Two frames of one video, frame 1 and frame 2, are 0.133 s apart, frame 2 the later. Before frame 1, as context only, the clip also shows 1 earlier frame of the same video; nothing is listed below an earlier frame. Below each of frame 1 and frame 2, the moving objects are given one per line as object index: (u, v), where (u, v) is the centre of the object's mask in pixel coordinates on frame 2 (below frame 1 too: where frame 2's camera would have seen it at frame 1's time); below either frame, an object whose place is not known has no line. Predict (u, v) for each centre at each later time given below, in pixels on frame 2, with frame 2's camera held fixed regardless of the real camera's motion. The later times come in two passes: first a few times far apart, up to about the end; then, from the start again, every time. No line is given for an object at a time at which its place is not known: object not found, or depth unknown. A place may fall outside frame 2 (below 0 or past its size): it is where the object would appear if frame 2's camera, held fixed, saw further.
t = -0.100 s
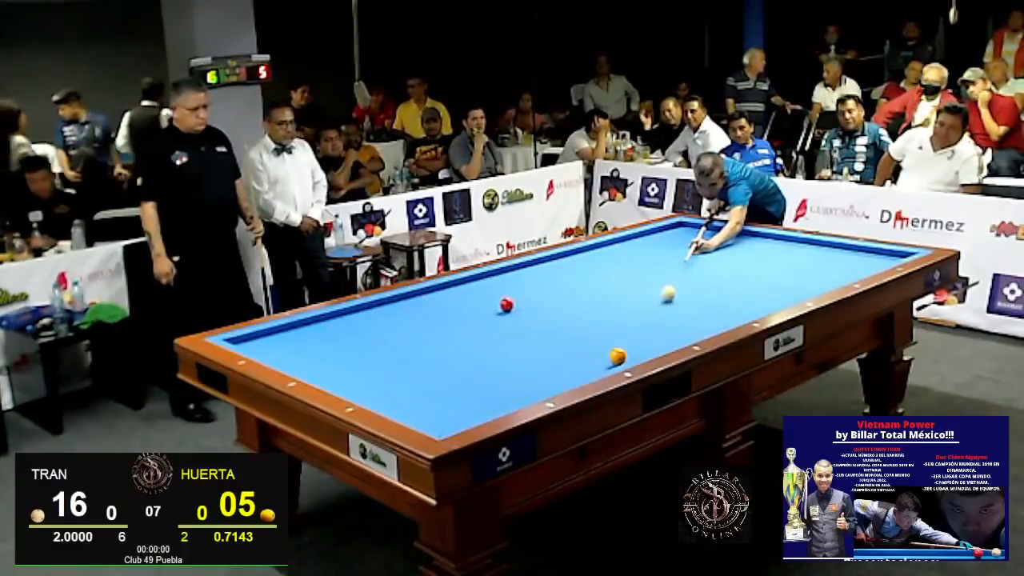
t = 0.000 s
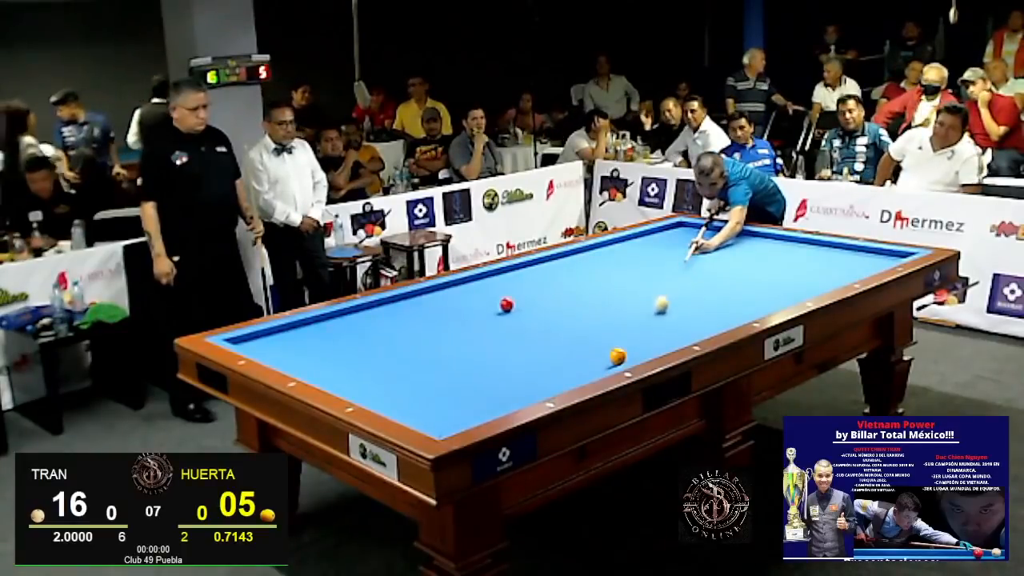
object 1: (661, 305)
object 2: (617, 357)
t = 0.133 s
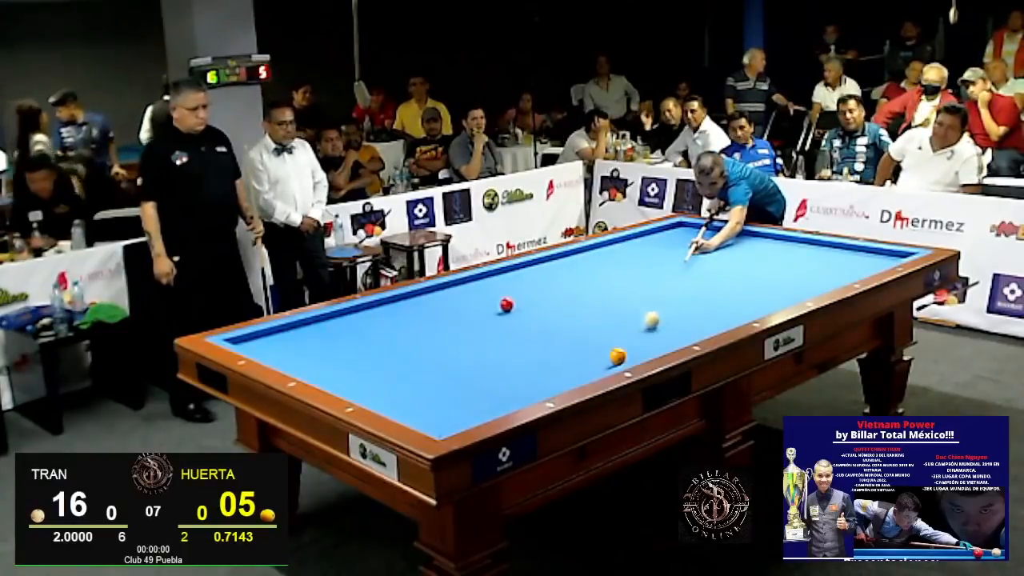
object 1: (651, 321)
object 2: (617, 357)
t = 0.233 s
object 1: (643, 334)
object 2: (617, 357)
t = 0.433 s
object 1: (636, 353)
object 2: (602, 362)
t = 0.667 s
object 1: (585, 358)
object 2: (553, 378)
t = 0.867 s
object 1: (541, 361)
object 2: (513, 389)
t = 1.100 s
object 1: (491, 363)
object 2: (464, 404)
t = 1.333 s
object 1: (441, 367)
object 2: (421, 415)
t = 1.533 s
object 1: (399, 369)
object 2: (445, 408)
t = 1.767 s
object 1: (351, 371)
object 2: (469, 399)
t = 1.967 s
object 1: (312, 371)
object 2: (488, 392)
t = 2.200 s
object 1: (314, 363)
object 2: (508, 384)
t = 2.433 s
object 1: (316, 353)
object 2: (528, 377)
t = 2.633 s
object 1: (317, 345)
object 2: (544, 371)
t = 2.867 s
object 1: (319, 336)
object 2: (561, 365)
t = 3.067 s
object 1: (321, 329)
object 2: (576, 359)
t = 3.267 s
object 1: (322, 323)
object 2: (589, 354)
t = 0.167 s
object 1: (649, 325)
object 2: (617, 357)
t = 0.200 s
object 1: (646, 330)
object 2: (617, 357)
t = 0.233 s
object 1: (643, 334)
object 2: (617, 357)
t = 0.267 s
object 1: (641, 338)
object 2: (617, 357)
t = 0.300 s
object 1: (638, 343)
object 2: (617, 357)
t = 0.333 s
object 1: (635, 346)
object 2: (617, 357)
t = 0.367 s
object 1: (632, 351)
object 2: (617, 357)
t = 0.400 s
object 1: (634, 353)
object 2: (611, 359)
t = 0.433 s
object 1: (636, 353)
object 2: (602, 362)
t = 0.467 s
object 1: (630, 354)
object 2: (594, 364)
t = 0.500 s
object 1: (621, 356)
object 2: (587, 367)
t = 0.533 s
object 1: (615, 356)
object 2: (579, 369)
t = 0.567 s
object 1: (607, 356)
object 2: (572, 372)
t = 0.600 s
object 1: (600, 357)
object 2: (565, 374)
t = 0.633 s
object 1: (592, 357)
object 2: (559, 376)
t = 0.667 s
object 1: (585, 358)
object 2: (553, 378)
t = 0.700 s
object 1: (577, 359)
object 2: (546, 379)
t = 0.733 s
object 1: (570, 359)
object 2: (540, 381)
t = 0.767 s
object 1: (562, 359)
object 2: (533, 383)
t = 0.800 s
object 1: (555, 359)
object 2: (527, 385)
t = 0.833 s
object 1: (548, 360)
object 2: (519, 387)
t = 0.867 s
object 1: (541, 361)
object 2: (513, 389)
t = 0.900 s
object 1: (534, 361)
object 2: (506, 391)
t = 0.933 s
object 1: (526, 362)
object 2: (499, 393)
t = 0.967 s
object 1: (519, 362)
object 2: (492, 395)
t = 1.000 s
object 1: (512, 362)
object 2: (485, 397)
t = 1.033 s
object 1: (505, 363)
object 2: (478, 399)
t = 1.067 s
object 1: (497, 363)
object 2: (471, 401)
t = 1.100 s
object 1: (491, 363)
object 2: (464, 404)
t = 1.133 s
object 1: (483, 364)
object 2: (456, 406)
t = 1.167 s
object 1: (476, 364)
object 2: (449, 408)
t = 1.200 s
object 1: (469, 364)
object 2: (441, 411)
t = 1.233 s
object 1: (462, 365)
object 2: (434, 413)
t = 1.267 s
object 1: (455, 365)
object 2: (426, 415)
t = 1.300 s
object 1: (448, 366)
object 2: (420, 415)
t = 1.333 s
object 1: (441, 367)
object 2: (421, 415)
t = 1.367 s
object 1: (434, 367)
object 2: (425, 414)
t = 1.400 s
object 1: (427, 367)
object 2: (430, 414)
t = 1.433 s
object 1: (420, 367)
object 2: (434, 412)
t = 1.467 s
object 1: (413, 368)
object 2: (438, 410)
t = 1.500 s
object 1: (406, 368)
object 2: (442, 409)
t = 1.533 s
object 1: (399, 369)
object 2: (445, 408)
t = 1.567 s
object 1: (392, 369)
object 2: (449, 407)
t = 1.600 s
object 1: (386, 369)
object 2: (452, 405)
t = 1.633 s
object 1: (379, 370)
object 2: (455, 404)
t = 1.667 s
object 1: (372, 370)
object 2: (459, 403)
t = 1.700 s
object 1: (365, 370)
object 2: (462, 402)
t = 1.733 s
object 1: (358, 371)
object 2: (465, 400)
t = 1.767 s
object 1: (351, 371)
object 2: (469, 399)
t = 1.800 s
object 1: (345, 372)
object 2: (472, 398)
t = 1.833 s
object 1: (338, 372)
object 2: (475, 397)
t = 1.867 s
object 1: (331, 372)
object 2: (478, 395)
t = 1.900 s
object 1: (325, 372)
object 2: (481, 394)
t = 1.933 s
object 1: (318, 372)
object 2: (485, 393)
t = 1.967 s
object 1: (312, 371)
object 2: (488, 392)
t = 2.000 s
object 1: (311, 370)
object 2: (491, 391)
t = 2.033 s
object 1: (312, 369)
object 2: (494, 390)
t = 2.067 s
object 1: (313, 368)
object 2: (497, 389)
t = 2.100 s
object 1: (313, 367)
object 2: (500, 387)
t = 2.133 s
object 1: (313, 366)
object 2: (503, 386)
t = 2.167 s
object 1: (313, 364)
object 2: (505, 385)
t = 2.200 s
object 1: (314, 363)
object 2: (508, 384)
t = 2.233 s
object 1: (314, 361)
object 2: (511, 383)
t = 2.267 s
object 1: (314, 360)
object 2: (514, 382)
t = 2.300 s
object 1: (315, 358)
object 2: (517, 381)
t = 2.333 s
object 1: (315, 357)
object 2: (520, 380)
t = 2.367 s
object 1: (315, 355)
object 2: (523, 379)
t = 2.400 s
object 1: (315, 354)
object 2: (525, 378)
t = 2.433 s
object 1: (316, 353)
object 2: (528, 377)
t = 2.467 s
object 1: (316, 351)
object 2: (531, 376)
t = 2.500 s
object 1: (316, 350)
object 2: (533, 375)
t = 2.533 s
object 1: (317, 349)
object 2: (536, 374)
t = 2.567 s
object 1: (317, 347)
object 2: (539, 373)
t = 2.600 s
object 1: (317, 346)
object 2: (541, 372)
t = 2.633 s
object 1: (317, 345)
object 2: (544, 371)
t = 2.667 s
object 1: (318, 343)
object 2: (546, 370)
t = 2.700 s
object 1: (318, 342)
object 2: (549, 369)
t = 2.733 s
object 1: (318, 341)
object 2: (552, 368)
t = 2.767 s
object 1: (318, 340)
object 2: (554, 367)
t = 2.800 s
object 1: (319, 338)
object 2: (557, 366)
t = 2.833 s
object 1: (319, 337)
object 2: (559, 365)
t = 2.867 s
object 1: (319, 336)
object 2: (561, 365)
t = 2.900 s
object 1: (319, 335)
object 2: (564, 364)
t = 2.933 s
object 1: (320, 334)
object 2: (566, 363)
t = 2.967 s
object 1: (320, 333)
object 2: (568, 362)
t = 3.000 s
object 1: (320, 332)
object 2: (571, 361)
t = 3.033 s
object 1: (320, 331)
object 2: (574, 360)
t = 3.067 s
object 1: (321, 329)
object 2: (576, 359)
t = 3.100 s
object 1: (321, 328)
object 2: (578, 358)
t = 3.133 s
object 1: (321, 327)
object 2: (580, 357)
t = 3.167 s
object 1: (321, 326)
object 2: (582, 357)
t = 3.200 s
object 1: (321, 325)
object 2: (584, 356)
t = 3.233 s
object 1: (321, 324)
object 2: (587, 355)
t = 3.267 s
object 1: (322, 323)
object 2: (589, 354)
